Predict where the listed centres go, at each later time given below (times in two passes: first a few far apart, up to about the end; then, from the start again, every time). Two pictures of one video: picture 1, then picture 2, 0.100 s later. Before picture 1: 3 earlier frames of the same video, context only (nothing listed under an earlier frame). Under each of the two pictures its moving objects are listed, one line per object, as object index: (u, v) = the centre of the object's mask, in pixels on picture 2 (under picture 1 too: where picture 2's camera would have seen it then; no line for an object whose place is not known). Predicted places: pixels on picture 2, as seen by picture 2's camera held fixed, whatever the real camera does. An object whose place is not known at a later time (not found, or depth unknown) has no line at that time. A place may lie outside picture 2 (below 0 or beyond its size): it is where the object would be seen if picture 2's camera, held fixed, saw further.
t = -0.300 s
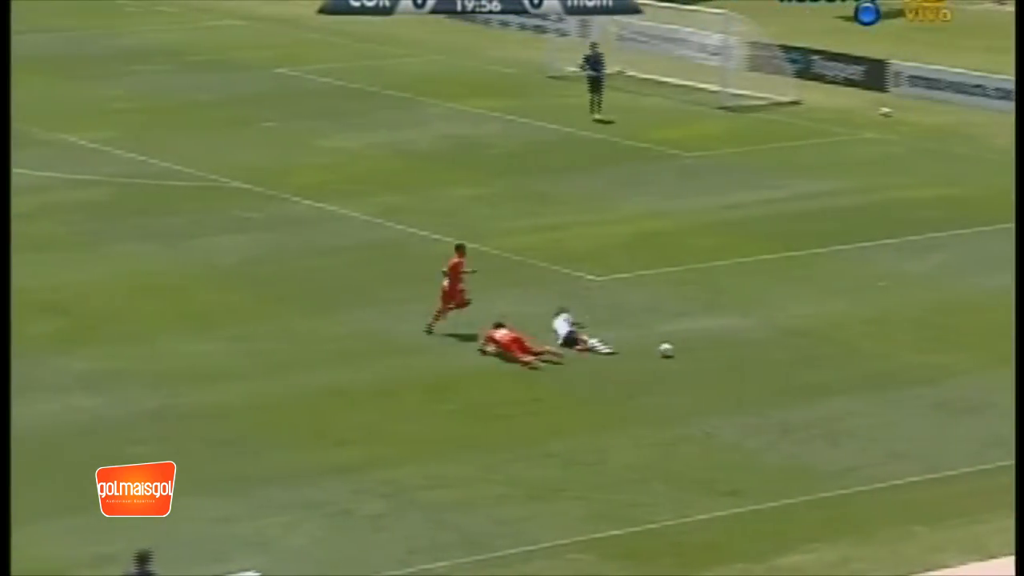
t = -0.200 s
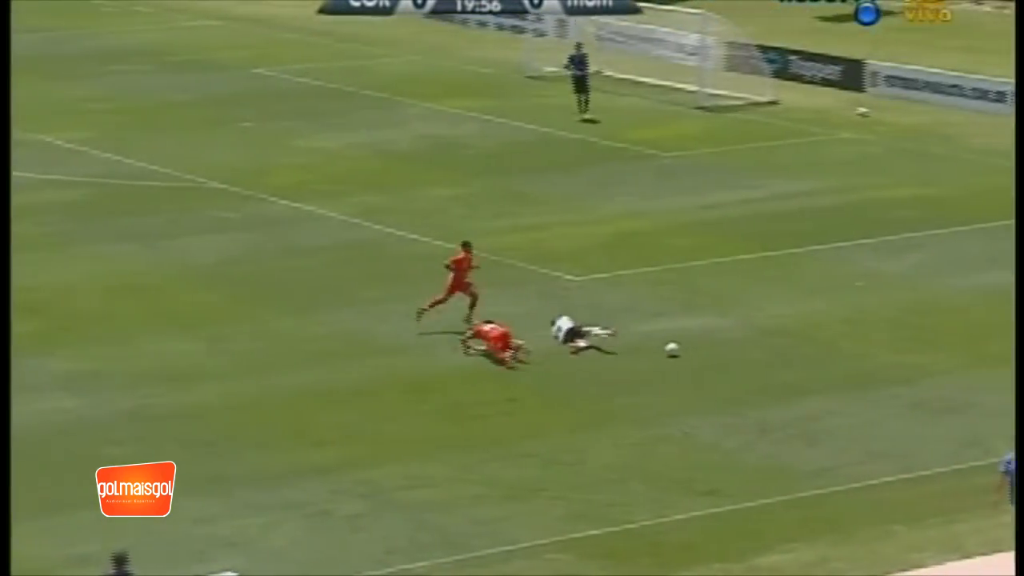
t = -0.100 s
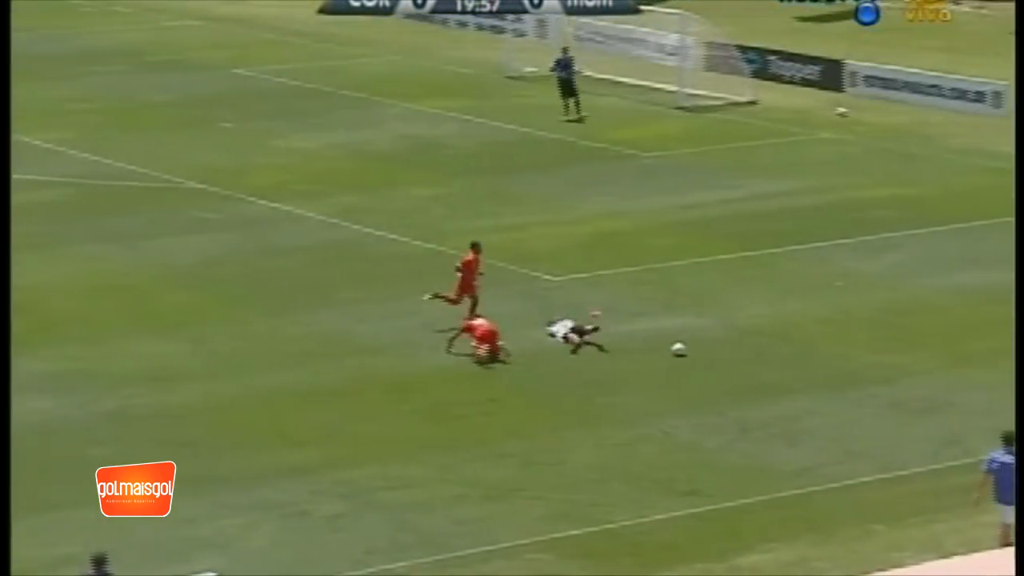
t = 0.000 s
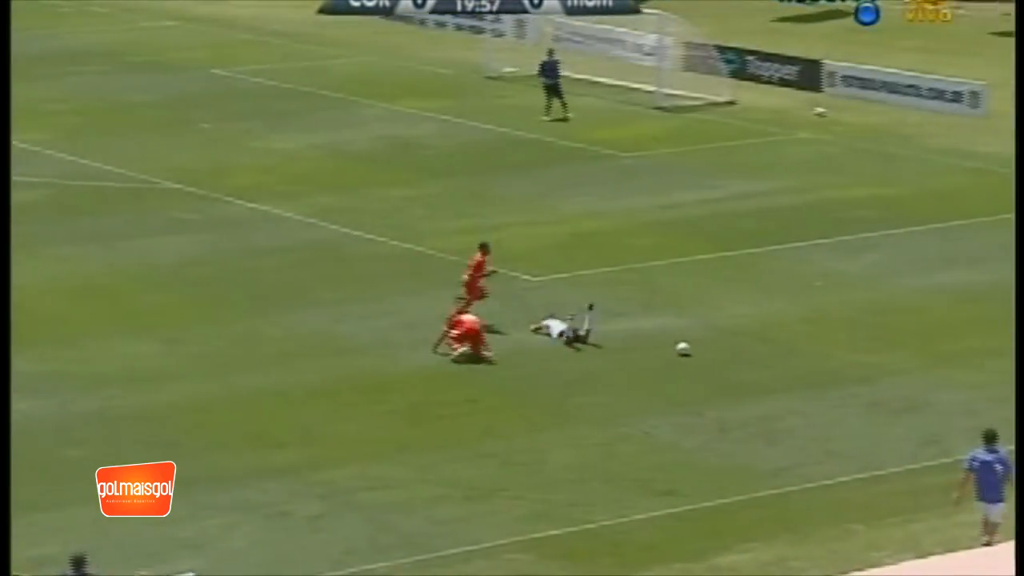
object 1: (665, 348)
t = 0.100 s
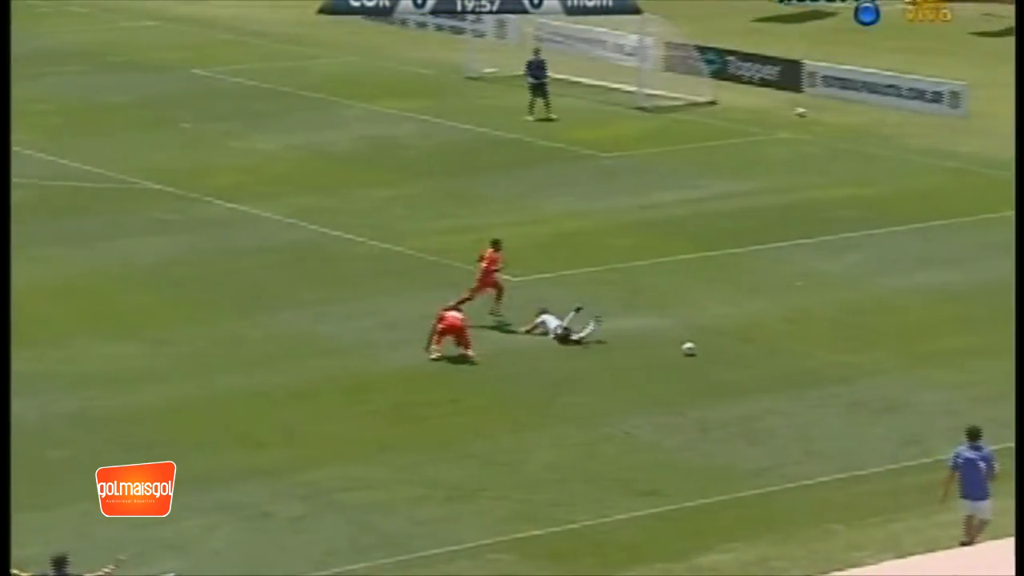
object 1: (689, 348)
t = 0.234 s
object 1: (721, 348)
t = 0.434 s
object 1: (765, 347)
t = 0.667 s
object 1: (814, 347)
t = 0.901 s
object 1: (863, 347)
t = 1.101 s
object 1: (903, 346)
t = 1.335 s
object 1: (945, 347)
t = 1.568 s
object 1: (982, 347)
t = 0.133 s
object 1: (697, 348)
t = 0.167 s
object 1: (705, 348)
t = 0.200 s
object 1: (714, 347)
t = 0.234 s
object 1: (721, 348)
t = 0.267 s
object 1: (728, 348)
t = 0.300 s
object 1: (738, 347)
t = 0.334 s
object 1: (744, 347)
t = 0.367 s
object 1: (750, 347)
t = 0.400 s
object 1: (759, 347)
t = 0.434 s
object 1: (765, 347)
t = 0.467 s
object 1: (771, 347)
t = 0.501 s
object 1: (781, 346)
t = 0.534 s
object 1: (786, 346)
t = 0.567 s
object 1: (793, 347)
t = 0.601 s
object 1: (801, 346)
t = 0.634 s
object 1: (807, 347)
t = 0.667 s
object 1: (814, 347)
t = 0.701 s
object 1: (822, 346)
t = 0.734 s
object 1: (828, 346)
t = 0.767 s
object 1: (834, 346)
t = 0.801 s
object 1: (843, 346)
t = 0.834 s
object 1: (848, 346)
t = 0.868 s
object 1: (855, 347)
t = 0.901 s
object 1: (863, 347)
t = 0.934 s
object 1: (869, 347)
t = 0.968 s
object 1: (875, 347)
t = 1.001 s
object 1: (883, 346)
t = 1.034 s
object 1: (888, 347)
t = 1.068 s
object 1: (895, 346)
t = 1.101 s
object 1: (903, 346)
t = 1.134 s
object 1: (909, 346)
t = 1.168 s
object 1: (915, 347)
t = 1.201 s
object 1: (920, 347)
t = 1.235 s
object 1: (927, 347)
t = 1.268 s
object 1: (932, 347)
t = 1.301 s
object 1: (938, 347)
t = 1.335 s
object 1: (945, 347)
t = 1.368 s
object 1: (950, 347)
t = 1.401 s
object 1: (956, 347)
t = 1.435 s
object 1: (962, 347)
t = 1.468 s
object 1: (967, 347)
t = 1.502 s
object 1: (972, 347)
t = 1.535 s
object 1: (977, 347)
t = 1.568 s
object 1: (982, 347)
